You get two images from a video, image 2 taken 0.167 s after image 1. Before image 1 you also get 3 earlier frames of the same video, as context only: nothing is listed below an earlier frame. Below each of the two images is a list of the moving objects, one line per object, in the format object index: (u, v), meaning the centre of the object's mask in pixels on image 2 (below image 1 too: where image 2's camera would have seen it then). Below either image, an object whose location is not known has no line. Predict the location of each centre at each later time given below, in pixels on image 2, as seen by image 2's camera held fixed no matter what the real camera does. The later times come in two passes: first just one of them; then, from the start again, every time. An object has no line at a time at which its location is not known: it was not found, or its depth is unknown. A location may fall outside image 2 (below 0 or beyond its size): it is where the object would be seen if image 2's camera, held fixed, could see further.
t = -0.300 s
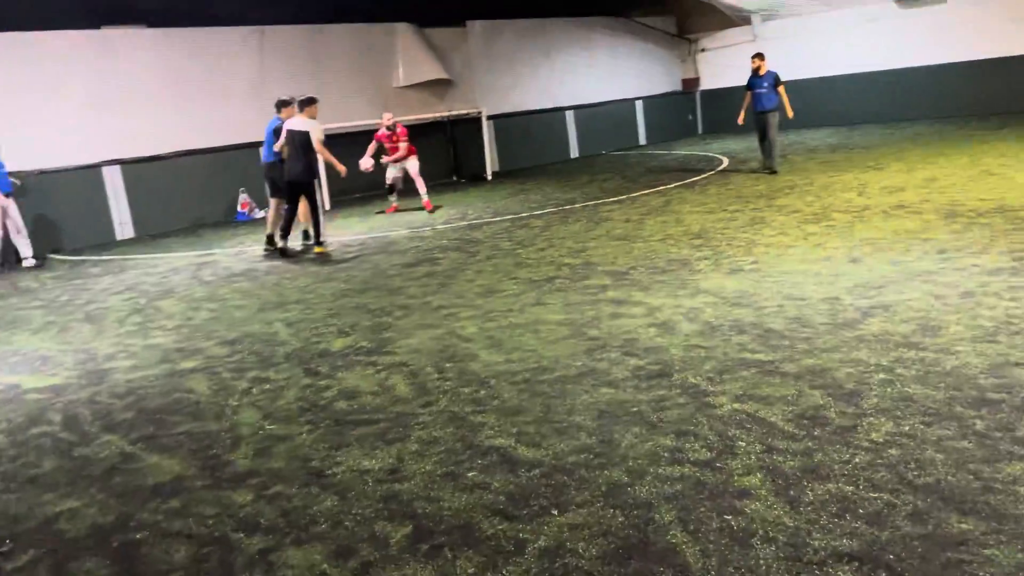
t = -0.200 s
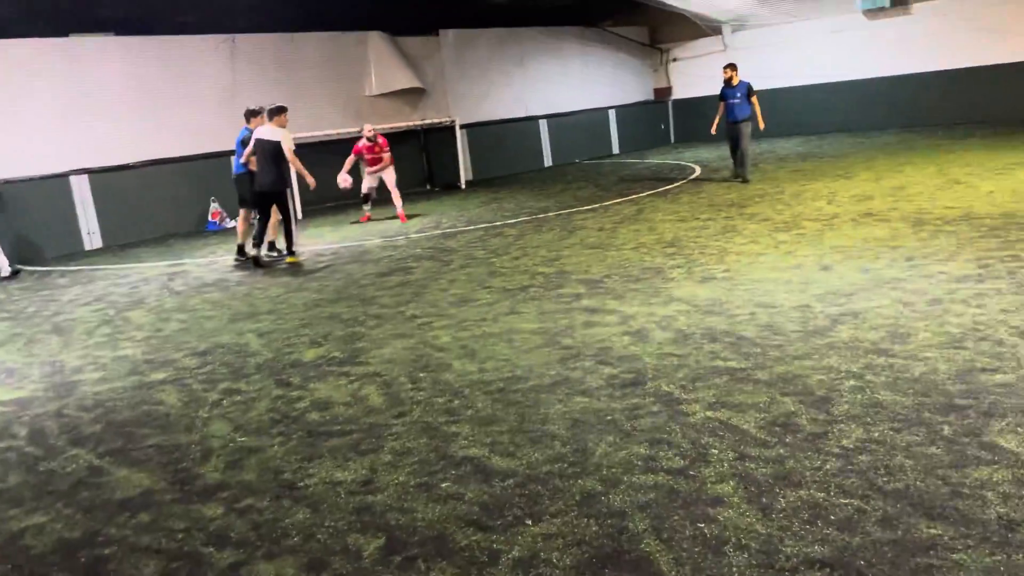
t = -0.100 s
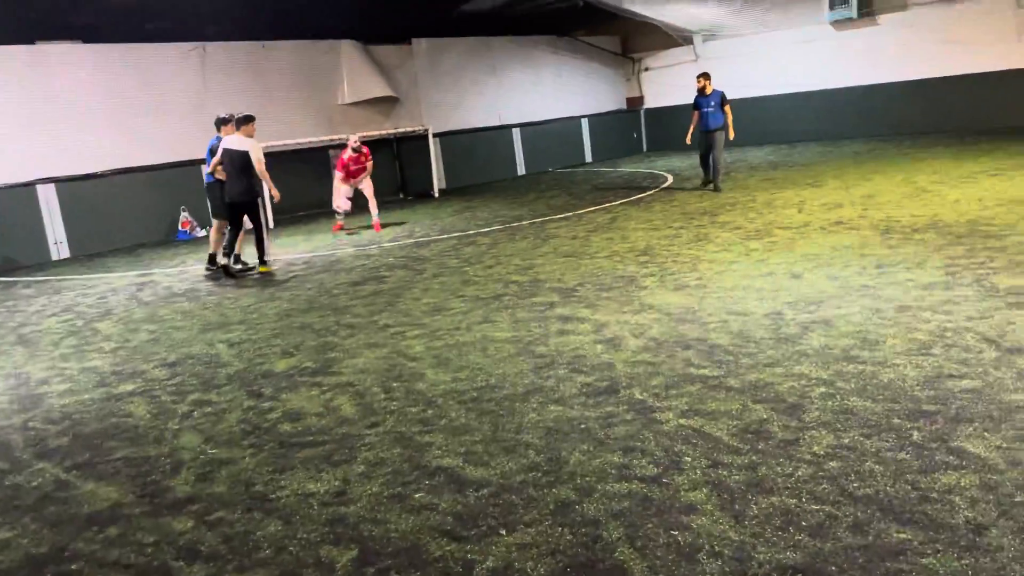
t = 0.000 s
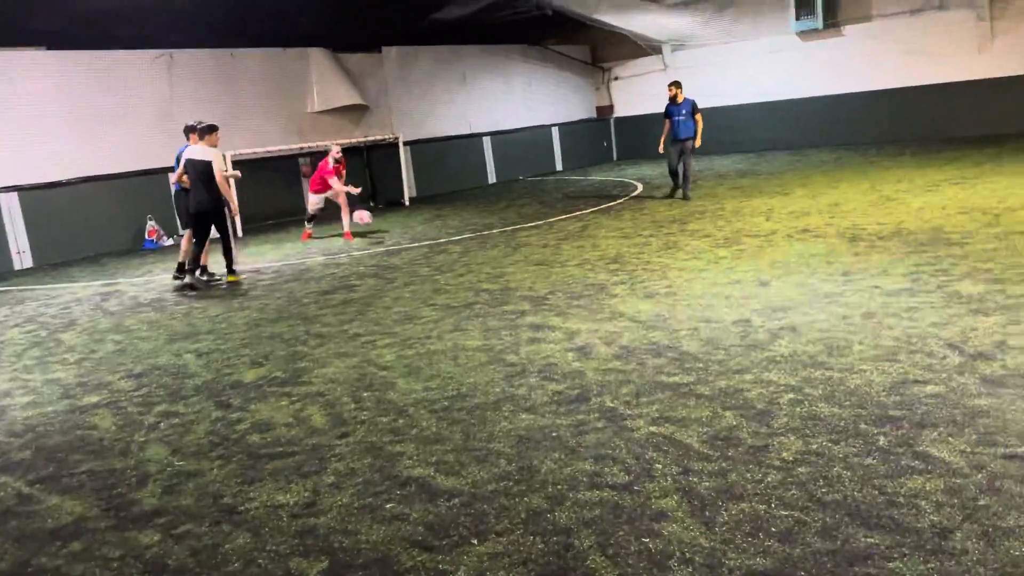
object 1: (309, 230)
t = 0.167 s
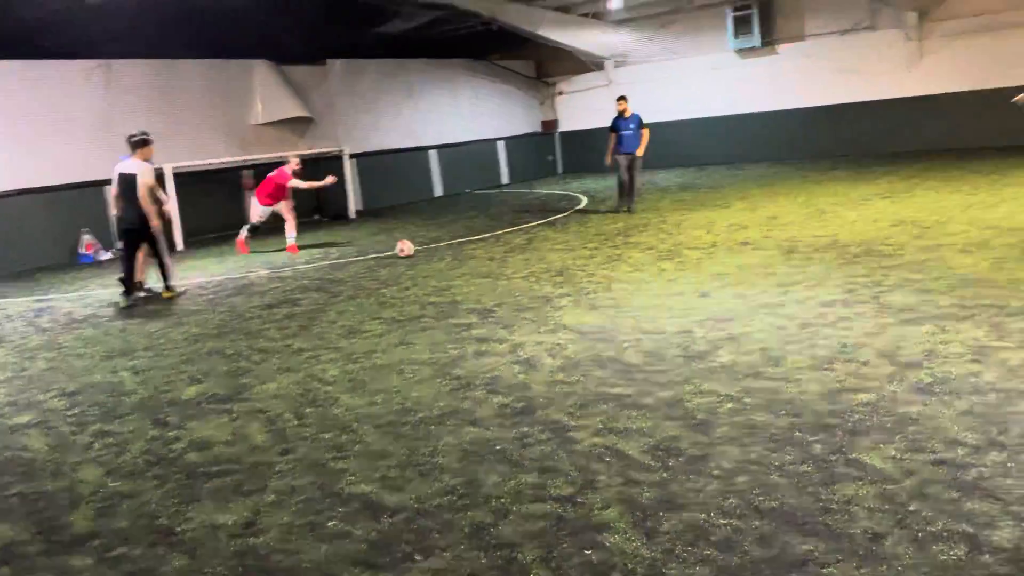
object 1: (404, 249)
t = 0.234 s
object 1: (432, 239)
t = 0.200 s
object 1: (420, 243)
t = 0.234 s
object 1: (432, 239)
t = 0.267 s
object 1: (446, 236)
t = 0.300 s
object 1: (461, 235)
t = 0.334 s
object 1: (475, 234)
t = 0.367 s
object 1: (490, 234)
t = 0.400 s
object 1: (507, 235)
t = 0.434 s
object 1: (523, 236)
